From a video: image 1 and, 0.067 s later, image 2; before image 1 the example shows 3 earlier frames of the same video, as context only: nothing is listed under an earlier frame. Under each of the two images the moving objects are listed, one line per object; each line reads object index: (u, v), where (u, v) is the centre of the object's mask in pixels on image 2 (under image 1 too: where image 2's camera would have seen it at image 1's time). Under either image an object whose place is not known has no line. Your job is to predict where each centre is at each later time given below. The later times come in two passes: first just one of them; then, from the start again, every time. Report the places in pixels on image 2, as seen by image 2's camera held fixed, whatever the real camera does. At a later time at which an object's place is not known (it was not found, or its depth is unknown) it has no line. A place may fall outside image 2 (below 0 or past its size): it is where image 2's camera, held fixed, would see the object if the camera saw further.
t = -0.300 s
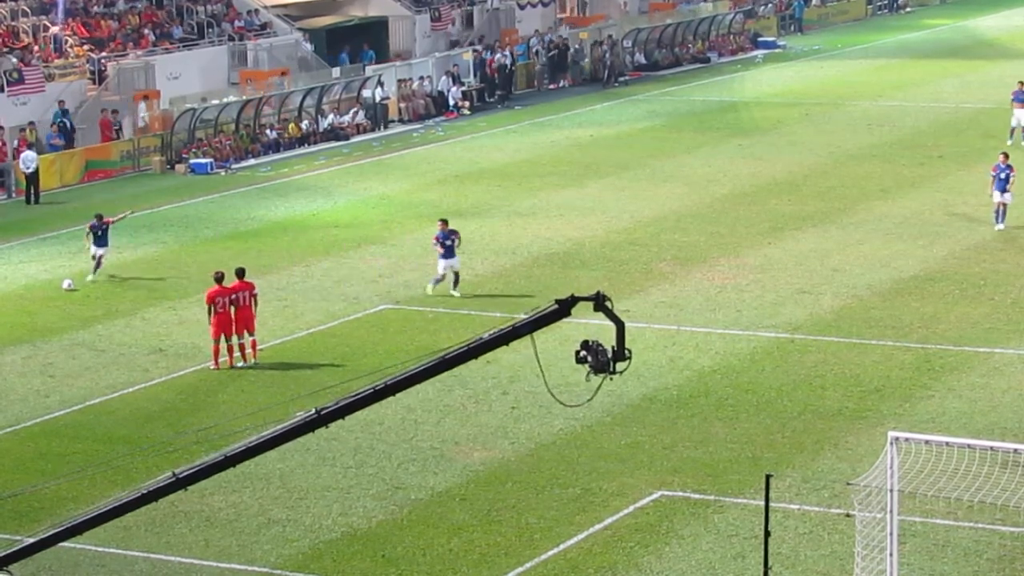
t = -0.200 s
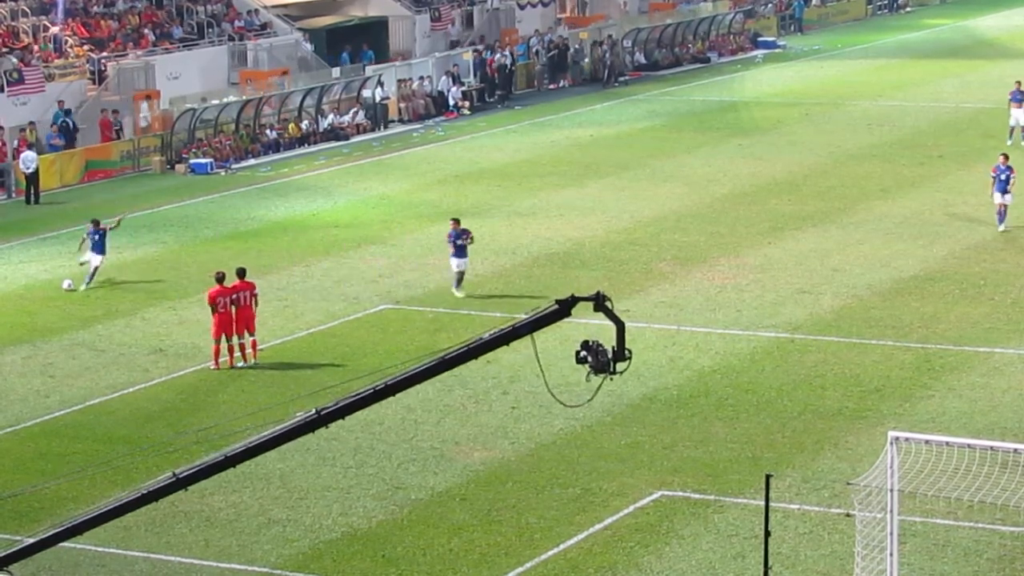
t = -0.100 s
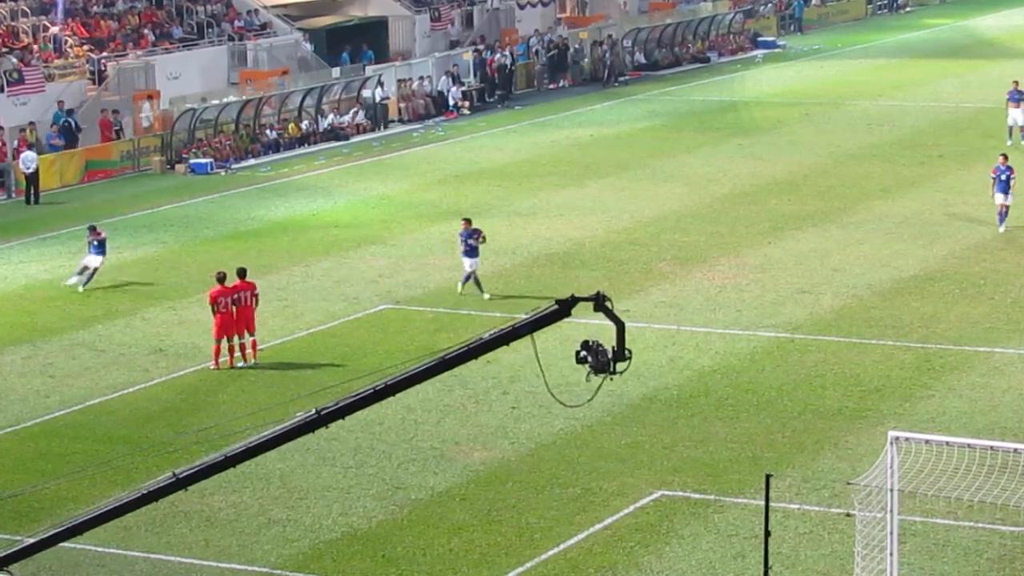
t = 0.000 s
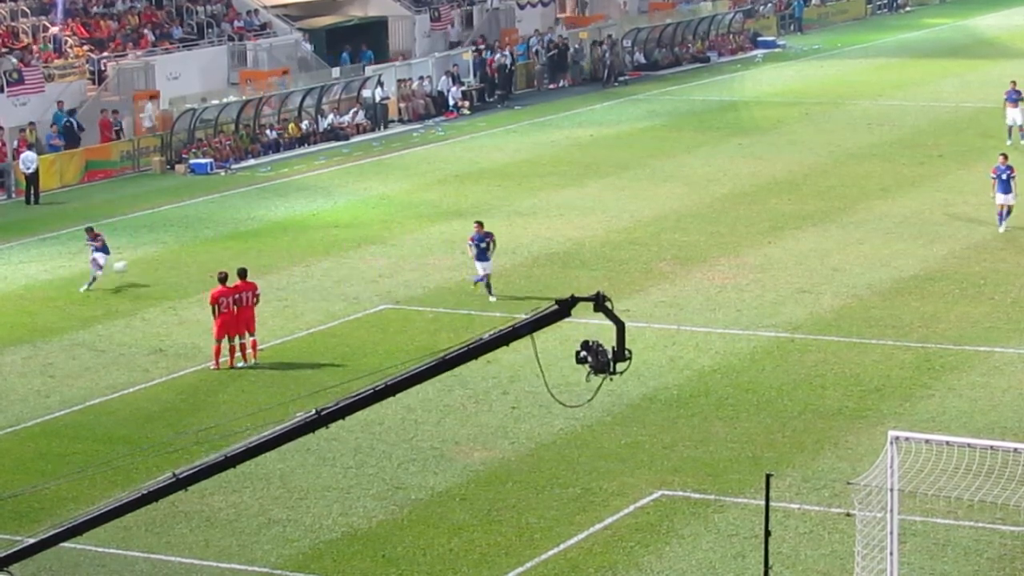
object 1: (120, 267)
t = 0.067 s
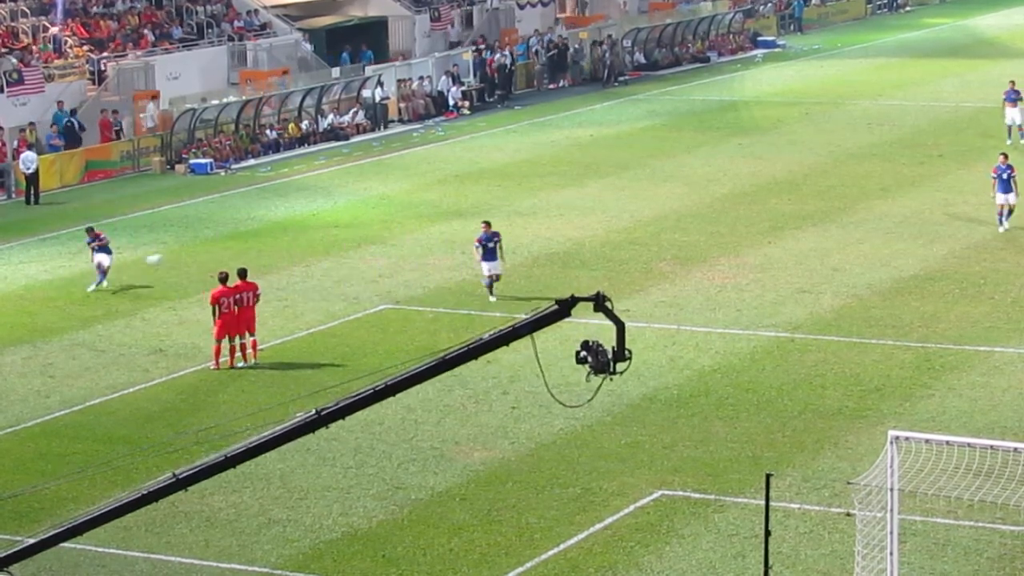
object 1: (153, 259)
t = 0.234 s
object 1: (253, 255)
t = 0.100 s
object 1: (172, 257)
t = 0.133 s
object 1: (192, 255)
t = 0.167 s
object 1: (211, 254)
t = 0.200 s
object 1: (232, 254)
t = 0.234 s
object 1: (253, 255)
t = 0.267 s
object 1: (277, 256)
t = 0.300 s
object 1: (300, 259)
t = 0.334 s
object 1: (324, 262)
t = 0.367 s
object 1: (348, 265)
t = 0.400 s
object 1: (375, 270)
